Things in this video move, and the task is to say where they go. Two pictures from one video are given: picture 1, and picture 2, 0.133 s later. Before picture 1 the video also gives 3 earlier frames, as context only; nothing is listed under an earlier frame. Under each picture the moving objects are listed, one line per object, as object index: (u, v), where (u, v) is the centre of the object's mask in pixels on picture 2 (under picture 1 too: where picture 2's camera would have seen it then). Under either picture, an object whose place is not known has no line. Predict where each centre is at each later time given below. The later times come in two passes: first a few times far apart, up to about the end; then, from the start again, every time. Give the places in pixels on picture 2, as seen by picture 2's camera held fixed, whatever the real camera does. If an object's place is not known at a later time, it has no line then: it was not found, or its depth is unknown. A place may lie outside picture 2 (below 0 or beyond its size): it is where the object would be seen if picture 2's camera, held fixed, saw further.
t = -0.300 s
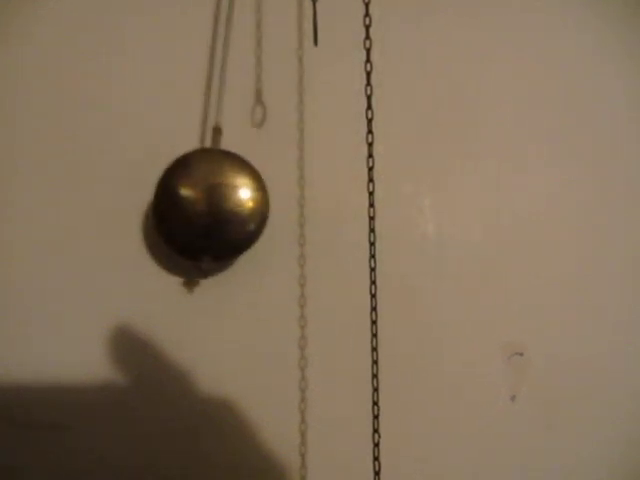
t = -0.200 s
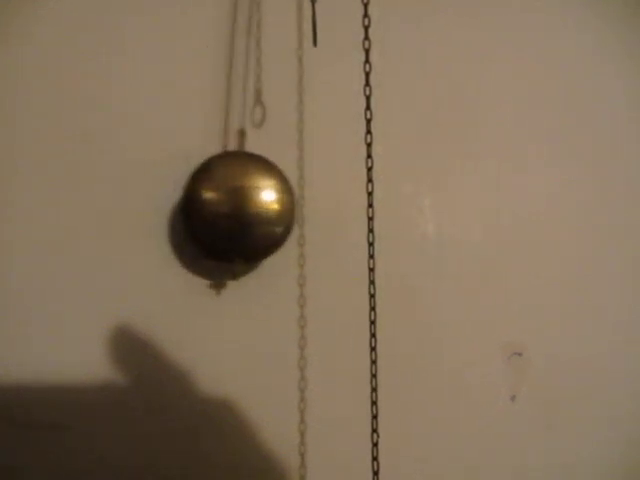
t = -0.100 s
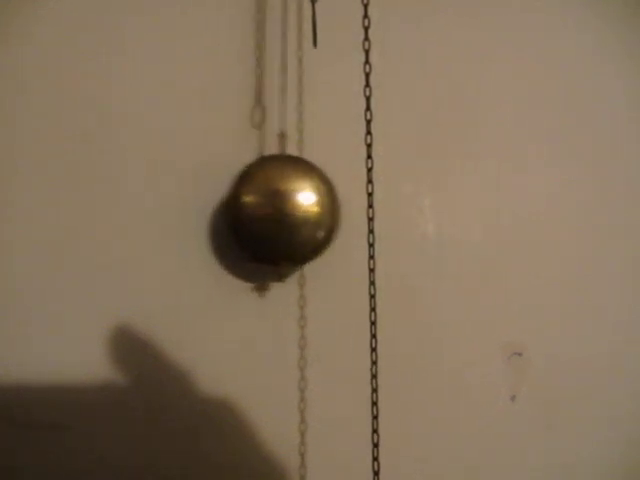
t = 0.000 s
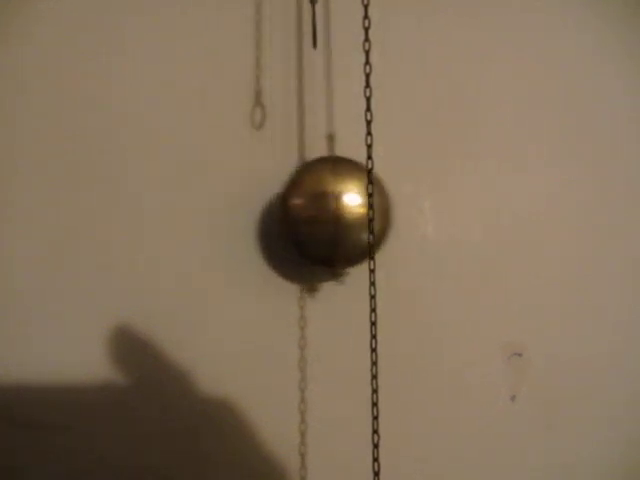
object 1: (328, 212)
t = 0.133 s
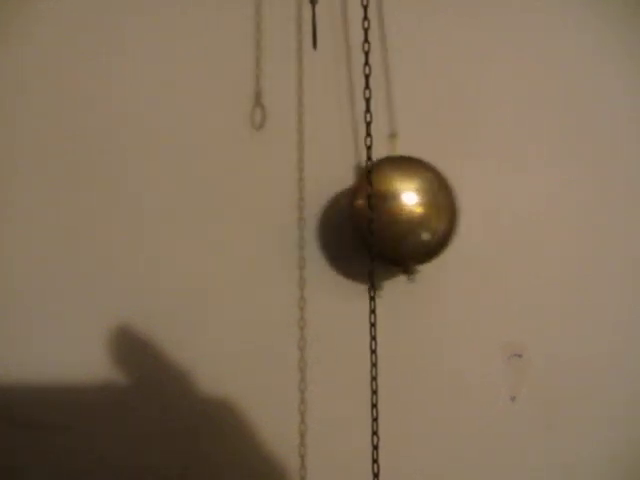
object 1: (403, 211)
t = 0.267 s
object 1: (447, 209)
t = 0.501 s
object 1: (440, 211)
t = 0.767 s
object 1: (320, 221)
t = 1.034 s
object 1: (218, 225)
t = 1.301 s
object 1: (252, 244)
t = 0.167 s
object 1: (419, 211)
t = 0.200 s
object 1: (428, 210)
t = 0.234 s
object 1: (440, 210)
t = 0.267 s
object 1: (447, 209)
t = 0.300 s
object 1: (453, 209)
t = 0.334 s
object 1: (456, 209)
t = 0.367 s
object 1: (458, 209)
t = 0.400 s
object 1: (457, 209)
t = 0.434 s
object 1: (455, 209)
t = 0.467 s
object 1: (449, 210)
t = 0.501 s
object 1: (440, 211)
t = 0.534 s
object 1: (430, 212)
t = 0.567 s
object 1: (420, 214)
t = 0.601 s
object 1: (412, 215)
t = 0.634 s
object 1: (391, 217)
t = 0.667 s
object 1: (375, 218)
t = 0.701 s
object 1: (358, 220)
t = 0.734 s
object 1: (340, 221)
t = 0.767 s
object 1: (320, 221)
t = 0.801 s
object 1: (306, 222)
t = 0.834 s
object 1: (290, 222)
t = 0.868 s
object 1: (274, 222)
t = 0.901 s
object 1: (259, 222)
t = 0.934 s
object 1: (245, 223)
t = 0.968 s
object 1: (234, 223)
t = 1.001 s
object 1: (225, 224)
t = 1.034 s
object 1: (218, 225)
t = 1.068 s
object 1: (213, 226)
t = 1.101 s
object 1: (211, 226)
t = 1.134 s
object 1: (211, 229)
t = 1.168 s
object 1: (214, 230)
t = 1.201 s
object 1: (220, 233)
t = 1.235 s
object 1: (229, 236)
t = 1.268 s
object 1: (240, 239)
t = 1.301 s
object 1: (252, 244)
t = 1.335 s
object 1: (268, 246)
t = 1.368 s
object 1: (285, 249)
